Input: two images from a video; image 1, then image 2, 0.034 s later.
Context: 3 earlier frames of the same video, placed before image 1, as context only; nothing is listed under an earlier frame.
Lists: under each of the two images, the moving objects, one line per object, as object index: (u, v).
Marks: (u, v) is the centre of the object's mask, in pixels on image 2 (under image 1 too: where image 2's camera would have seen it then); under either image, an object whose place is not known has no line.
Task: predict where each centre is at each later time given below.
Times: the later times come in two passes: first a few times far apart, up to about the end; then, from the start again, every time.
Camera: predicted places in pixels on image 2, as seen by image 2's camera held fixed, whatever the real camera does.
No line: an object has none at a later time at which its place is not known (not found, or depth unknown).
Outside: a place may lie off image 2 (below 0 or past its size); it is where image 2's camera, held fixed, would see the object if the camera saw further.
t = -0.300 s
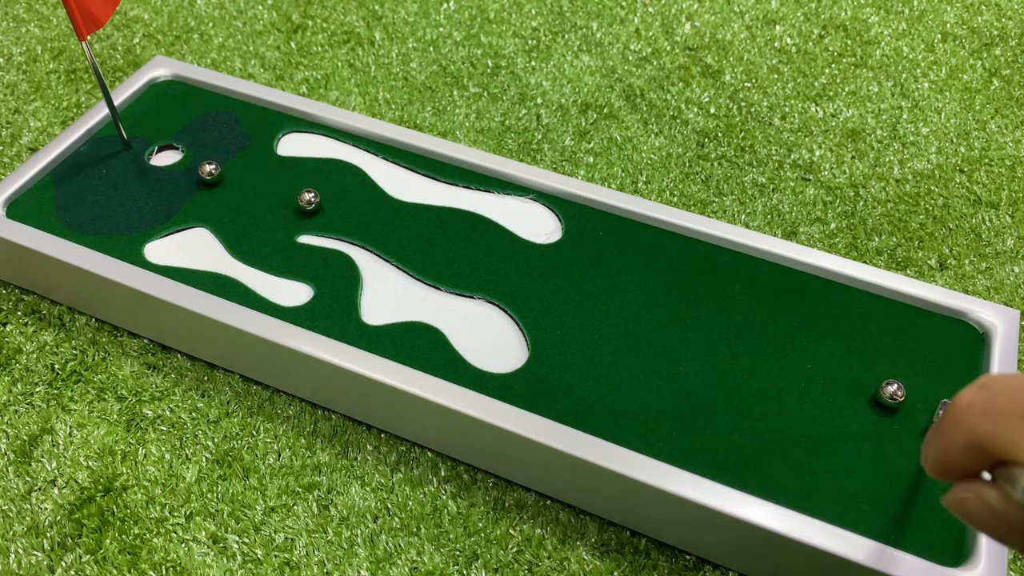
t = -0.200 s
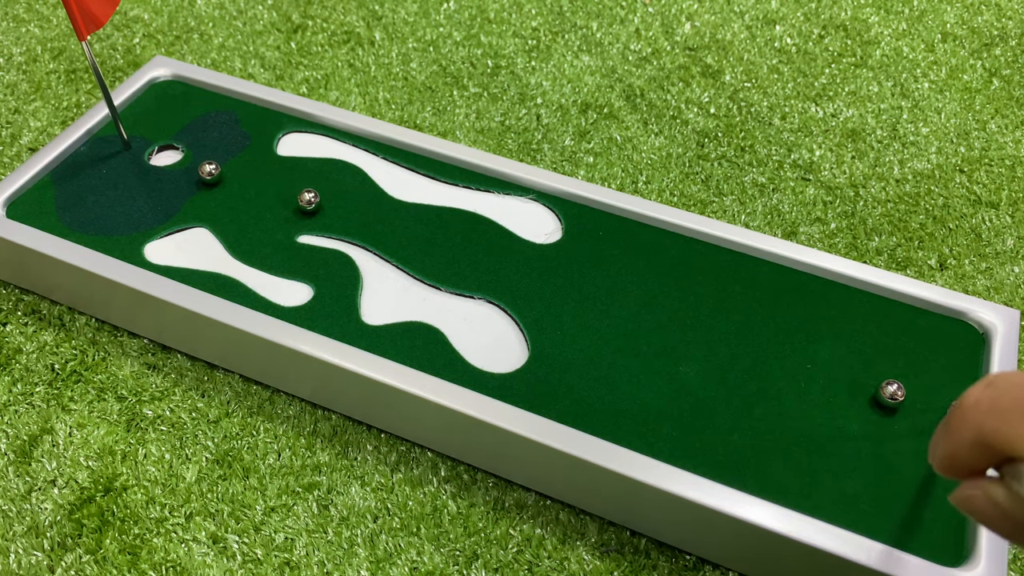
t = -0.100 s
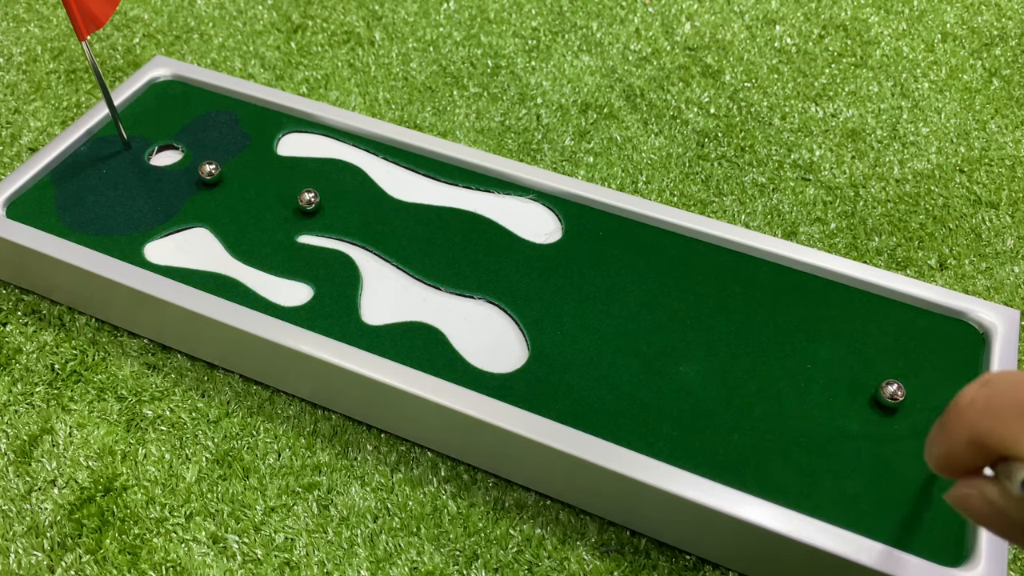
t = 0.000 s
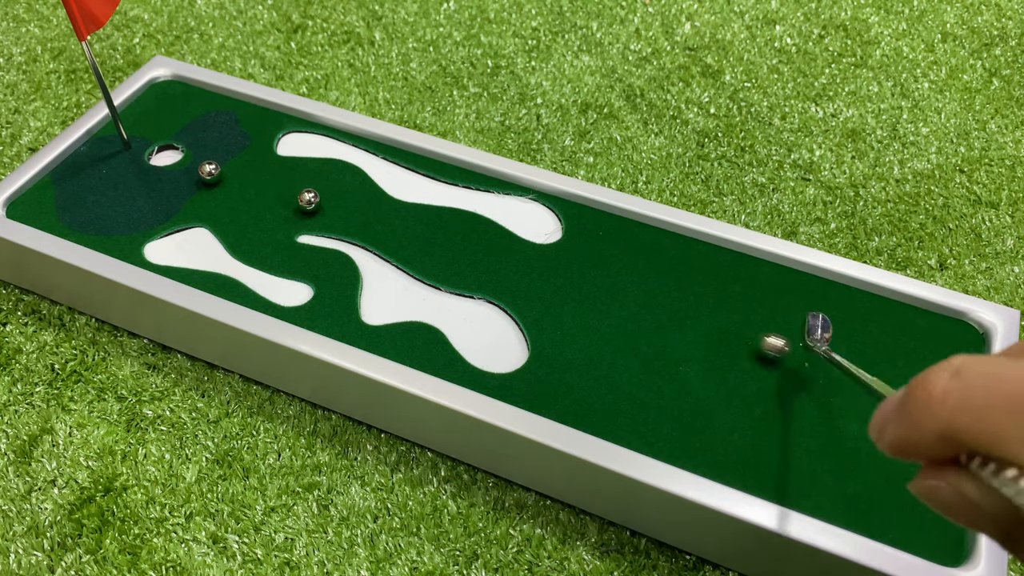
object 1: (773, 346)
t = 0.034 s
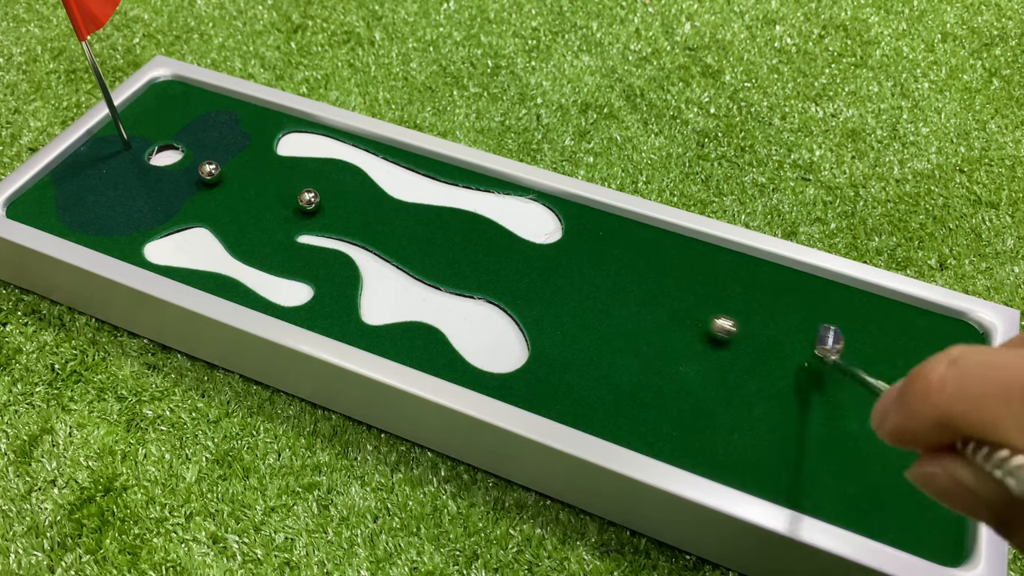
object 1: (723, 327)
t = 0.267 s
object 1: (464, 234)
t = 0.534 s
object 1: (312, 174)
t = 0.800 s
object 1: (281, 154)
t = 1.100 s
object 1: (281, 154)
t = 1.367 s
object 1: (281, 154)
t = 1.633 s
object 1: (281, 154)
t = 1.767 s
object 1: (281, 154)
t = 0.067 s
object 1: (677, 311)
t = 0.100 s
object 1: (635, 296)
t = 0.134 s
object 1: (596, 281)
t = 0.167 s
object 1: (559, 268)
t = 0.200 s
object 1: (525, 255)
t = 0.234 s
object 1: (494, 244)
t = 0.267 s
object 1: (464, 234)
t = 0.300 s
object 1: (435, 225)
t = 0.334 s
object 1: (409, 217)
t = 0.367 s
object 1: (384, 209)
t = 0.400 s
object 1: (360, 202)
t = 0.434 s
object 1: (337, 196)
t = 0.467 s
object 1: (329, 188)
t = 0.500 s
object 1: (320, 181)
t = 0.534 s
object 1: (312, 174)
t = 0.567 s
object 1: (306, 168)
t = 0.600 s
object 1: (300, 164)
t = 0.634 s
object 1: (294, 161)
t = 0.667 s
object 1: (290, 158)
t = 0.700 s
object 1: (286, 155)
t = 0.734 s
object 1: (283, 154)
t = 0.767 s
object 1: (282, 154)
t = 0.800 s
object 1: (281, 154)
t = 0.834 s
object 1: (281, 154)
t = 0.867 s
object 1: (281, 154)
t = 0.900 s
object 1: (281, 154)
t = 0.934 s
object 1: (281, 154)
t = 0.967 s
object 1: (281, 154)
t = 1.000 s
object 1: (281, 154)
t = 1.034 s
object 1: (281, 154)
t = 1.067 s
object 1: (281, 154)
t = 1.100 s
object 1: (281, 154)
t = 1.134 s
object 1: (281, 154)
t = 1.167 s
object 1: (281, 154)
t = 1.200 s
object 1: (281, 154)
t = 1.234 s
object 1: (281, 154)
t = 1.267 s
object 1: (281, 154)
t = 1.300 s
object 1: (281, 154)
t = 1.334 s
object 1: (281, 154)
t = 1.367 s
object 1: (281, 154)
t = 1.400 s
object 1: (281, 154)
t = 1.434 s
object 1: (281, 154)
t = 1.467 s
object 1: (281, 154)
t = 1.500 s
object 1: (281, 154)
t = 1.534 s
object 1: (281, 154)
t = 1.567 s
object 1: (281, 154)
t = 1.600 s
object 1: (281, 154)
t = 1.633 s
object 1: (281, 154)
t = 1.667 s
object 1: (281, 154)
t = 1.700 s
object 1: (281, 154)
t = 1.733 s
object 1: (281, 154)
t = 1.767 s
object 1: (281, 154)
